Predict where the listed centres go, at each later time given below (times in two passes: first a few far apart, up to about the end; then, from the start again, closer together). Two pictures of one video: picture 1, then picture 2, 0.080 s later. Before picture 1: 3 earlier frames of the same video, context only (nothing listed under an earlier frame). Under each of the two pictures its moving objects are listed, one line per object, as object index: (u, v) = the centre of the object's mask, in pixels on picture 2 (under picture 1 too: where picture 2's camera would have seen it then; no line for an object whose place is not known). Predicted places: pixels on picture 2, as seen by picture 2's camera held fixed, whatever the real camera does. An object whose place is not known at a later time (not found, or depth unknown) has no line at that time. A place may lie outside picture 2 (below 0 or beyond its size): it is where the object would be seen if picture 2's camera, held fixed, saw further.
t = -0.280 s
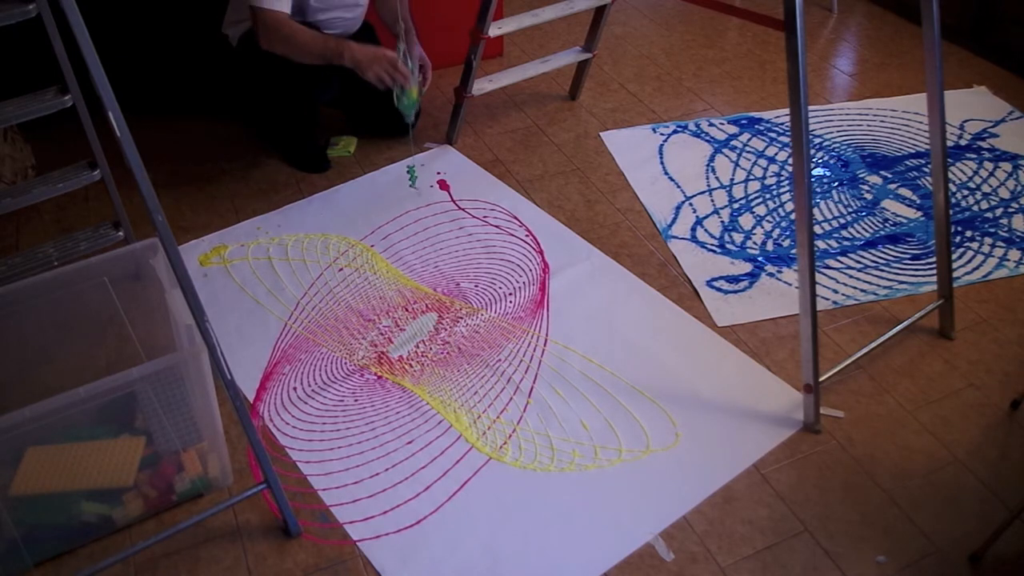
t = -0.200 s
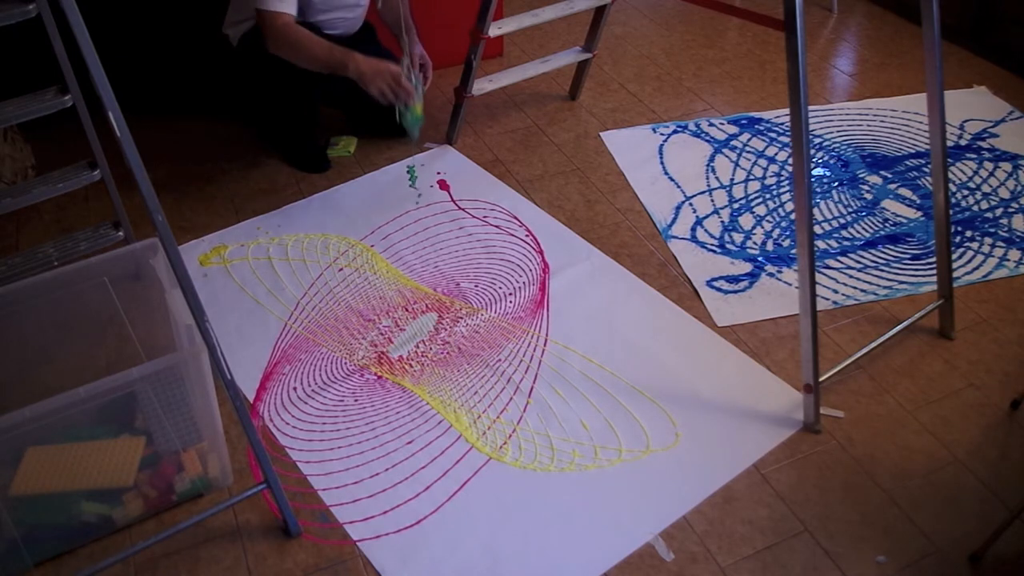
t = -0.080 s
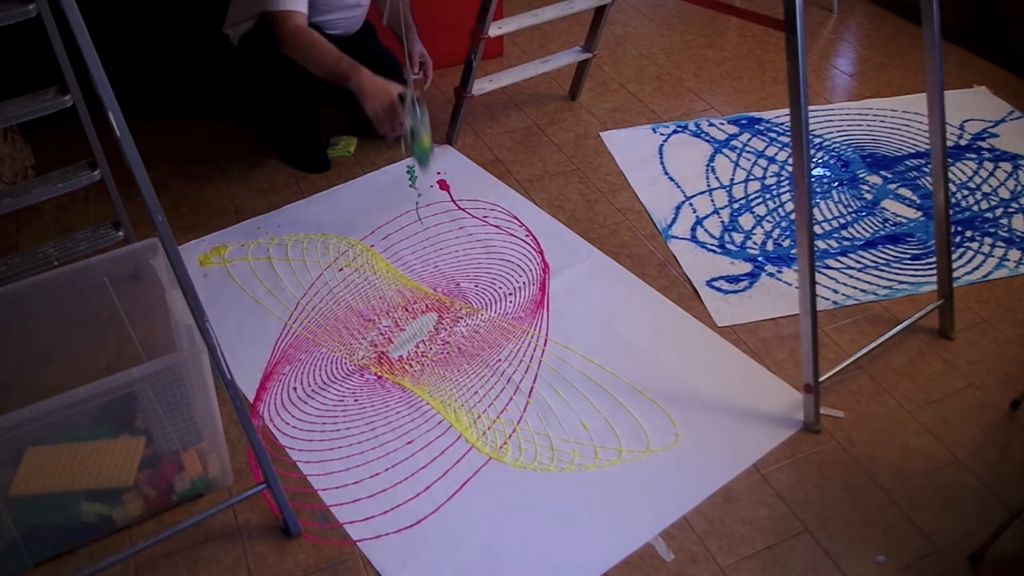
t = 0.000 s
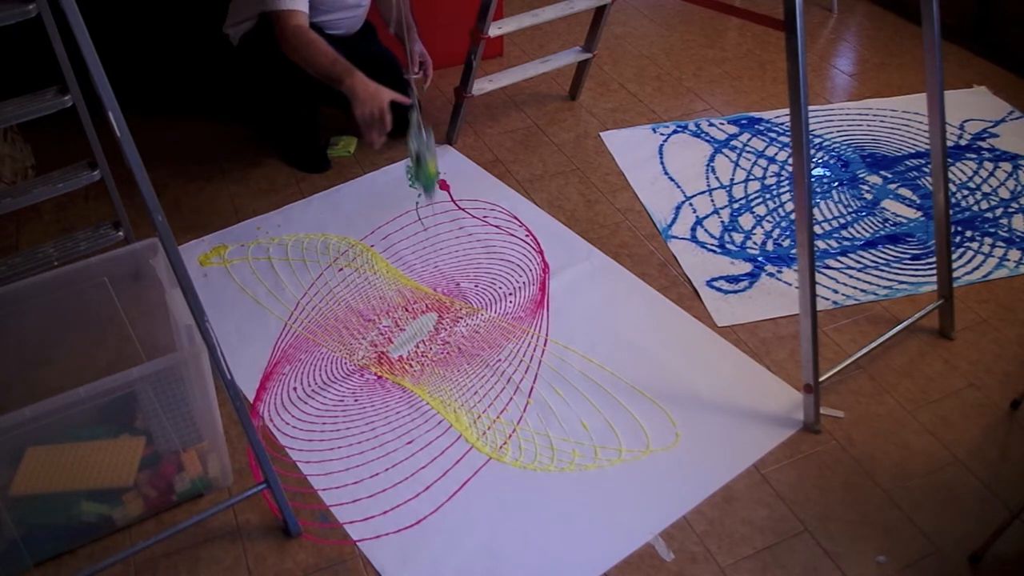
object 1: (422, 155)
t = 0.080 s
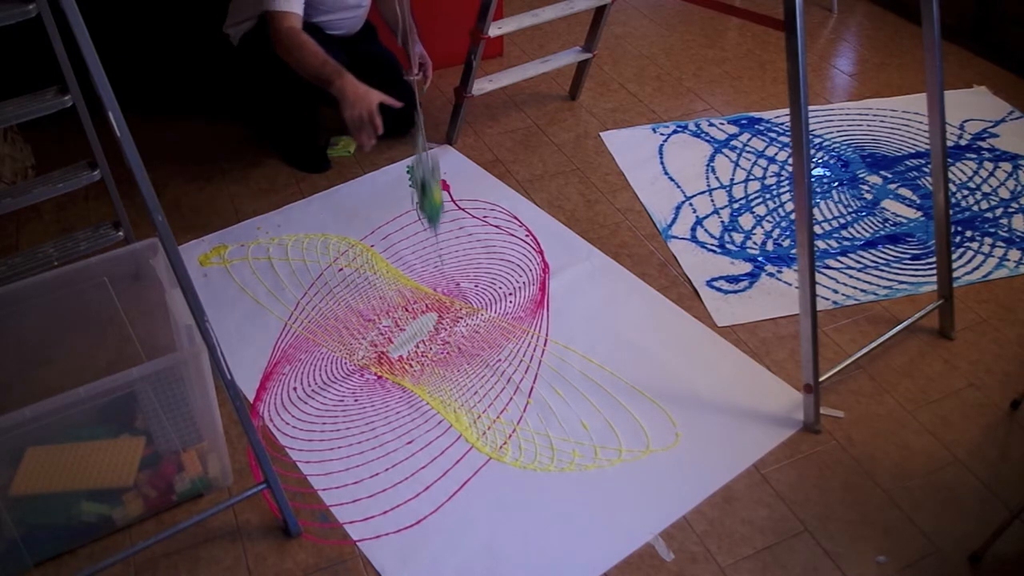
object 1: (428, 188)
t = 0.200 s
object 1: (432, 230)
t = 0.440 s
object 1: (433, 322)
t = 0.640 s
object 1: (420, 364)
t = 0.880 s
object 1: (397, 376)
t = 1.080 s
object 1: (382, 350)
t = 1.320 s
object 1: (375, 280)
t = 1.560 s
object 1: (377, 193)
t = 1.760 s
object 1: (384, 130)
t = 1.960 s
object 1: (393, 94)
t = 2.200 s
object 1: (407, 98)
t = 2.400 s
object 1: (418, 137)
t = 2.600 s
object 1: (426, 204)
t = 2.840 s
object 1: (426, 286)
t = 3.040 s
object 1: (416, 342)
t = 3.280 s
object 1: (397, 369)
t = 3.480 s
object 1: (384, 356)
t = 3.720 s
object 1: (378, 300)
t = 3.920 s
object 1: (380, 235)
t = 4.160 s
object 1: (387, 156)
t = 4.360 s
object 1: (395, 112)
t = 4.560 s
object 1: (405, 98)
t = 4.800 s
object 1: (415, 120)
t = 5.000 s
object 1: (421, 177)
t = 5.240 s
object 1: (422, 263)
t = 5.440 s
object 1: (413, 322)
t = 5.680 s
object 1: (397, 358)
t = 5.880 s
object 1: (386, 356)
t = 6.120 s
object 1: (380, 315)
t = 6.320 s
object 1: (383, 259)
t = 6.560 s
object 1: (390, 181)
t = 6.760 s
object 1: (397, 131)
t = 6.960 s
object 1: (404, 107)
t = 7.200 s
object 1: (413, 117)
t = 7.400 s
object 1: (418, 161)
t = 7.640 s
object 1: (418, 235)
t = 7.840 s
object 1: (411, 299)
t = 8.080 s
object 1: (397, 343)
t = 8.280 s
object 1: (387, 352)
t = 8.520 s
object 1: (382, 325)
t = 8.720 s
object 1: (385, 276)
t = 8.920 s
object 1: (391, 216)
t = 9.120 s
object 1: (397, 159)
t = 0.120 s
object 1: (429, 201)
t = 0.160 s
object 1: (430, 213)
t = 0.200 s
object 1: (432, 230)
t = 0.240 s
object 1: (433, 246)
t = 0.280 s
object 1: (434, 261)
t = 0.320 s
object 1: (435, 280)
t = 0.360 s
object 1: (435, 296)
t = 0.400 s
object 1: (434, 310)
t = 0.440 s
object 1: (433, 322)
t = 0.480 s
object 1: (431, 332)
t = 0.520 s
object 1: (429, 341)
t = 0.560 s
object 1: (426, 349)
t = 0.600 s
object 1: (423, 358)
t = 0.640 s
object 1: (420, 364)
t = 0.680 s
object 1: (417, 368)
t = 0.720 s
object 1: (413, 372)
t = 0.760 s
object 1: (408, 376)
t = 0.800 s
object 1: (404, 378)
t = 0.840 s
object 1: (400, 377)
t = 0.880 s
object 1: (397, 376)
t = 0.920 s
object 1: (393, 373)
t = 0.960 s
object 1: (390, 370)
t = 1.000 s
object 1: (387, 364)
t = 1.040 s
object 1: (385, 357)
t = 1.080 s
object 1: (382, 350)
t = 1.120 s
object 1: (380, 340)
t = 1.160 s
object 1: (379, 331)
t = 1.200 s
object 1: (377, 318)
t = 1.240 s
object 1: (376, 307)
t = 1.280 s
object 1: (375, 293)
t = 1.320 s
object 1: (375, 280)
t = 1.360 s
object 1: (375, 267)
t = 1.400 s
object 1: (375, 251)
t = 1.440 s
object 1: (375, 237)
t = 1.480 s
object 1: (375, 222)
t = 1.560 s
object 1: (377, 193)
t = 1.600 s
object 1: (379, 179)
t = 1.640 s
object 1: (380, 165)
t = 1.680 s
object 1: (381, 152)
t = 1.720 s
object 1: (383, 141)
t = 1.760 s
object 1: (384, 130)
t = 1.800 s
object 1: (386, 121)
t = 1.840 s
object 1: (387, 112)
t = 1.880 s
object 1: (389, 105)
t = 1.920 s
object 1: (391, 98)
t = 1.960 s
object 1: (393, 94)
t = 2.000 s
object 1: (395, 90)
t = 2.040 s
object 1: (398, 88)
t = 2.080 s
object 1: (400, 88)
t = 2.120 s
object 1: (402, 90)
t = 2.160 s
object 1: (405, 93)
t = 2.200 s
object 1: (407, 98)
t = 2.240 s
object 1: (410, 104)
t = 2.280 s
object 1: (412, 110)
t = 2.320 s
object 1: (414, 118)
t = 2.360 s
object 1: (416, 126)
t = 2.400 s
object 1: (418, 137)
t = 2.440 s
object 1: (420, 150)
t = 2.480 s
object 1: (421, 160)
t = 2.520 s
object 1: (423, 175)
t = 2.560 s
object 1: (425, 191)
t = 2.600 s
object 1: (426, 204)
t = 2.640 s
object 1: (427, 217)
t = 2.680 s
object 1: (427, 232)
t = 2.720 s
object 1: (428, 246)
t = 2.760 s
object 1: (427, 258)
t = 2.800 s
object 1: (427, 275)
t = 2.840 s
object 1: (426, 286)
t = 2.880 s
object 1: (425, 299)
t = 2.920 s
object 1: (423, 314)
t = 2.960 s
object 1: (421, 326)
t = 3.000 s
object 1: (419, 335)
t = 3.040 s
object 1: (416, 342)
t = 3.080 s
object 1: (414, 349)
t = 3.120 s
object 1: (410, 355)
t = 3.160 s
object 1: (407, 362)
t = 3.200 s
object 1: (403, 364)
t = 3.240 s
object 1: (400, 367)
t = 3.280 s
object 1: (397, 369)
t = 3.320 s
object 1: (394, 370)
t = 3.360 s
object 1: (391, 369)
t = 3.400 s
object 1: (388, 366)
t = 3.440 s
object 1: (386, 362)
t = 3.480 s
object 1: (384, 356)
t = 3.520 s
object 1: (382, 350)
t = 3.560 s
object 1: (381, 342)
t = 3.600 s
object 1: (380, 332)
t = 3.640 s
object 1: (379, 323)
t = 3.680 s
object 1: (378, 313)
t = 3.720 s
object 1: (378, 300)
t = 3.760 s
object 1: (378, 290)
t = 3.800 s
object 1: (378, 276)
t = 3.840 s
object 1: (379, 263)
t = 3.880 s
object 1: (379, 248)
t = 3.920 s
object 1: (380, 235)
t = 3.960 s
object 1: (381, 220)
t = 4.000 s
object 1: (382, 209)
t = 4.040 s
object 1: (383, 196)
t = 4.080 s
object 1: (385, 182)
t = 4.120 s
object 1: (385, 168)
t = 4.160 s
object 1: (387, 156)
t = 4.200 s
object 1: (389, 145)
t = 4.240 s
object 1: (390, 135)
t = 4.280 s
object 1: (392, 126)
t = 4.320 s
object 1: (393, 118)
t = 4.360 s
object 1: (395, 112)
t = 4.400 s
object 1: (397, 106)
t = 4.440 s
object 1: (399, 99)
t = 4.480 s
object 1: (401, 98)
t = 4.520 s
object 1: (403, 98)
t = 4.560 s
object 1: (405, 98)
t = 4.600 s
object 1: (407, 98)
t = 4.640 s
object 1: (409, 101)
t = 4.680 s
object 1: (410, 102)
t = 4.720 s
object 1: (412, 107)
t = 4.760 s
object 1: (413, 112)
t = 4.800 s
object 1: (415, 120)
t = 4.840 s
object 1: (416, 123)
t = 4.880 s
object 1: (418, 137)
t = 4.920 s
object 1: (419, 152)
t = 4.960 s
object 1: (419, 161)
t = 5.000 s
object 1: (421, 177)
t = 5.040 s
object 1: (421, 195)
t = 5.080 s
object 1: (422, 208)
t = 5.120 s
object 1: (422, 218)
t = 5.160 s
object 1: (422, 234)
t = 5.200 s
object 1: (422, 245)
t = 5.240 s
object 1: (422, 263)
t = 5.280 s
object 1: (421, 277)
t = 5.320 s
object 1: (419, 290)
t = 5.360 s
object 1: (417, 302)
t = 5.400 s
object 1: (416, 314)
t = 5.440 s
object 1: (413, 322)
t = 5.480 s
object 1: (411, 330)
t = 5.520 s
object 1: (408, 336)
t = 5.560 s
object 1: (405, 343)
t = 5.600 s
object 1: (403, 349)
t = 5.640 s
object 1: (400, 355)
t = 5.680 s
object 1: (397, 358)
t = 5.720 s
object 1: (394, 360)
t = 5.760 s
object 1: (392, 361)
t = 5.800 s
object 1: (390, 361)
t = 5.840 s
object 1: (387, 359)
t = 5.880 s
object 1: (386, 356)
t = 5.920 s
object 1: (384, 353)
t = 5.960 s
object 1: (383, 347)
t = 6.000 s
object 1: (382, 341)
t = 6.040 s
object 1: (381, 332)
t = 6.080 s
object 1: (381, 324)
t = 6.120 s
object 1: (380, 315)
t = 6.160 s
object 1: (381, 305)
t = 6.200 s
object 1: (381, 295)
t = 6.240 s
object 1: (382, 283)
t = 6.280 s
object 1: (382, 271)
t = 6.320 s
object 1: (383, 259)
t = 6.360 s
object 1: (384, 246)
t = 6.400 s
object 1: (385, 232)
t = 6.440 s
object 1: (386, 220)
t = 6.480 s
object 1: (387, 207)
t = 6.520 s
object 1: (388, 194)
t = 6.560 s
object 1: (390, 181)
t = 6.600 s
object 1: (391, 169)
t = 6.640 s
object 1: (392, 158)
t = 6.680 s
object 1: (394, 148)
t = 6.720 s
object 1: (395, 138)
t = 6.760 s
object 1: (397, 131)
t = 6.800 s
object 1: (398, 126)
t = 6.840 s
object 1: (400, 118)
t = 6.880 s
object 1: (402, 113)
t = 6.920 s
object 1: (403, 109)
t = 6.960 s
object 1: (404, 107)
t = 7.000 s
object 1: (406, 104)
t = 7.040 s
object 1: (408, 102)
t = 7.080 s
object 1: (409, 104)
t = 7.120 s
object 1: (411, 110)
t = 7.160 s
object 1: (412, 111)
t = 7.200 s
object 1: (413, 117)
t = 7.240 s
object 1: (414, 120)
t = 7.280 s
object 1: (414, 126)
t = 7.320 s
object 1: (416, 141)
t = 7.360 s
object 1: (417, 152)
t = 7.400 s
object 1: (418, 161)
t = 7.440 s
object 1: (418, 172)
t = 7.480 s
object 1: (418, 190)
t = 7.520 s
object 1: (418, 202)
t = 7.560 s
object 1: (418, 212)
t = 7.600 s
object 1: (418, 227)
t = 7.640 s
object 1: (418, 235)
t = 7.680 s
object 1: (417, 254)
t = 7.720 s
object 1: (416, 266)
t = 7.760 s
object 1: (414, 276)
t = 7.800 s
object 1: (413, 290)
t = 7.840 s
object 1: (411, 299)
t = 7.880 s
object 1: (409, 309)
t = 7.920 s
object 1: (407, 318)
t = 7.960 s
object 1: (405, 325)
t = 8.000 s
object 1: (402, 331)
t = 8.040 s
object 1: (399, 336)
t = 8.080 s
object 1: (397, 343)
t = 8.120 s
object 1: (395, 348)
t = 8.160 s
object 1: (393, 350)
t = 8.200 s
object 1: (391, 352)
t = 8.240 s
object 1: (389, 352)
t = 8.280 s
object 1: (387, 352)
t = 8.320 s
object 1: (386, 350)
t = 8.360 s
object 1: (385, 346)
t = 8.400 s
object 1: (384, 343)
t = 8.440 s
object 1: (383, 338)
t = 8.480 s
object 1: (383, 332)
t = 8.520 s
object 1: (382, 325)
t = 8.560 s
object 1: (383, 317)
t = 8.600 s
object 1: (383, 306)
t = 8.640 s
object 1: (384, 297)
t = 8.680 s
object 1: (385, 286)
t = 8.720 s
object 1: (385, 276)
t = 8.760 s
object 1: (386, 263)
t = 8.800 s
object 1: (387, 252)
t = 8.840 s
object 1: (388, 242)
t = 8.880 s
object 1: (389, 228)
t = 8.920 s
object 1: (391, 216)
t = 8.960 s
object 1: (392, 204)
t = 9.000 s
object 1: (393, 193)
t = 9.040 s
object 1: (394, 181)
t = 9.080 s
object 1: (396, 169)
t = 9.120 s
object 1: (397, 159)
